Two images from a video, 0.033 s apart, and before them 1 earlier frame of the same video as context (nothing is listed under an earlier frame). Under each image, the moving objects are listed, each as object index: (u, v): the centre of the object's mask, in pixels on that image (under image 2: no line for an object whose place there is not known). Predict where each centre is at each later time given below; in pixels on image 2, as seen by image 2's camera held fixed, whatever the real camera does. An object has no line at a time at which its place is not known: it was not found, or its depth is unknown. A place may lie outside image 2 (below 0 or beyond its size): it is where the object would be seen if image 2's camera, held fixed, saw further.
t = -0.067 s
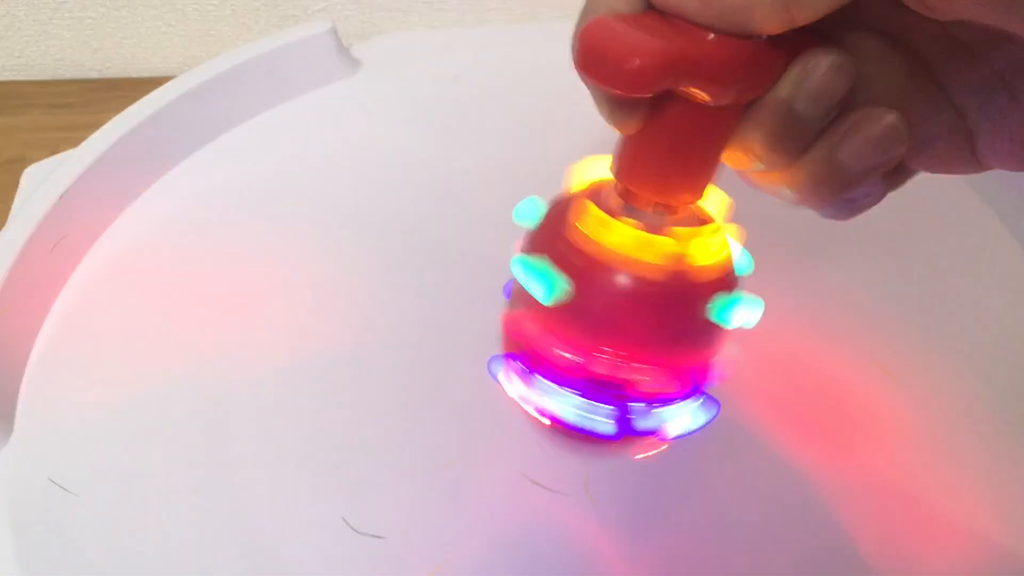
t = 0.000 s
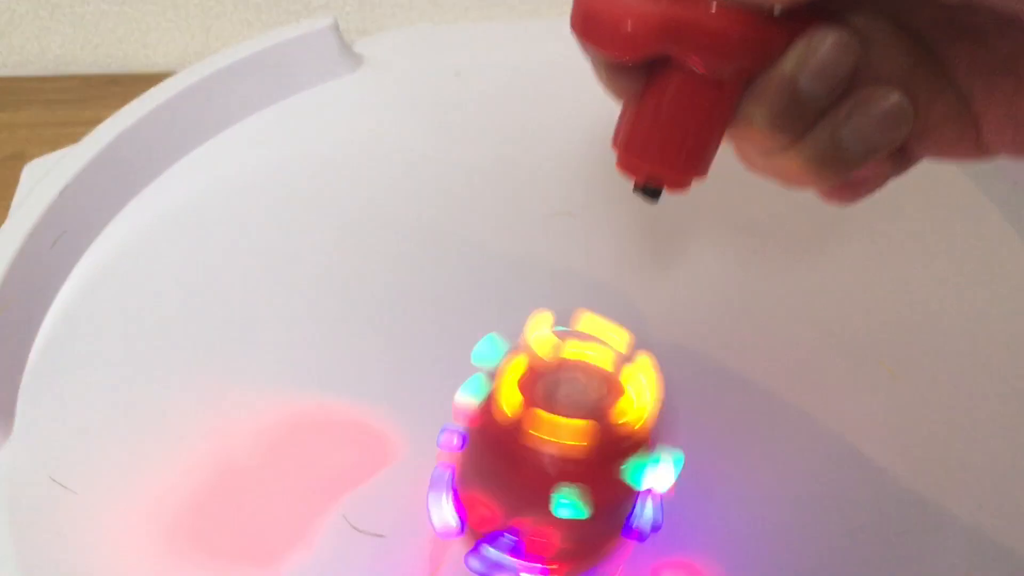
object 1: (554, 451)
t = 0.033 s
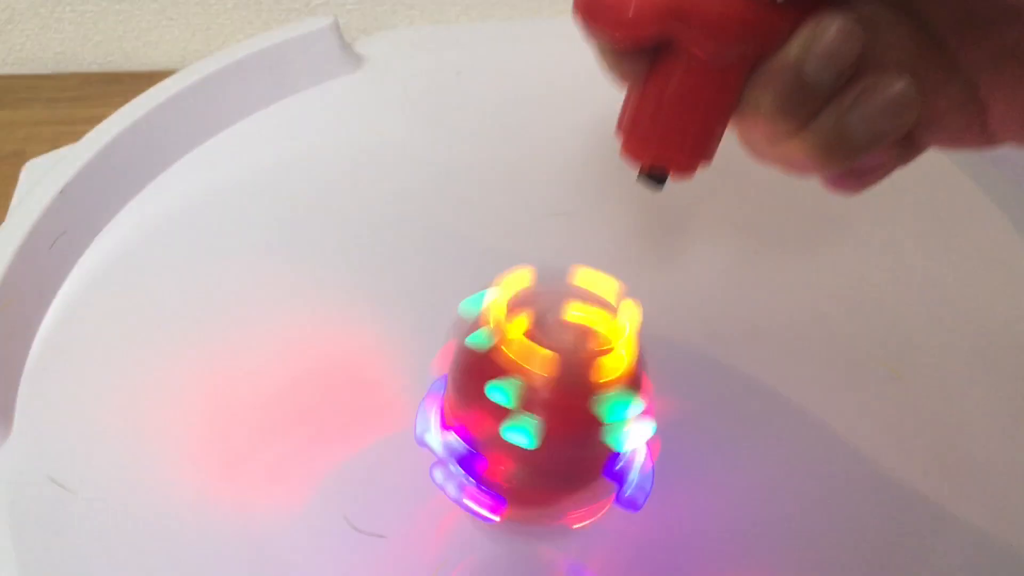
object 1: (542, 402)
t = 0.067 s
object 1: (531, 348)
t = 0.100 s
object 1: (514, 316)
